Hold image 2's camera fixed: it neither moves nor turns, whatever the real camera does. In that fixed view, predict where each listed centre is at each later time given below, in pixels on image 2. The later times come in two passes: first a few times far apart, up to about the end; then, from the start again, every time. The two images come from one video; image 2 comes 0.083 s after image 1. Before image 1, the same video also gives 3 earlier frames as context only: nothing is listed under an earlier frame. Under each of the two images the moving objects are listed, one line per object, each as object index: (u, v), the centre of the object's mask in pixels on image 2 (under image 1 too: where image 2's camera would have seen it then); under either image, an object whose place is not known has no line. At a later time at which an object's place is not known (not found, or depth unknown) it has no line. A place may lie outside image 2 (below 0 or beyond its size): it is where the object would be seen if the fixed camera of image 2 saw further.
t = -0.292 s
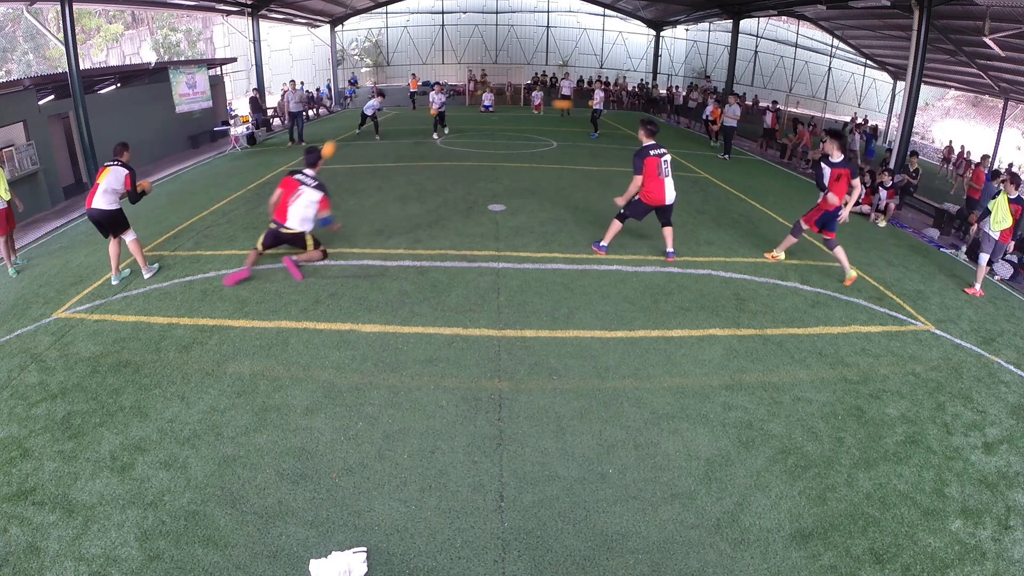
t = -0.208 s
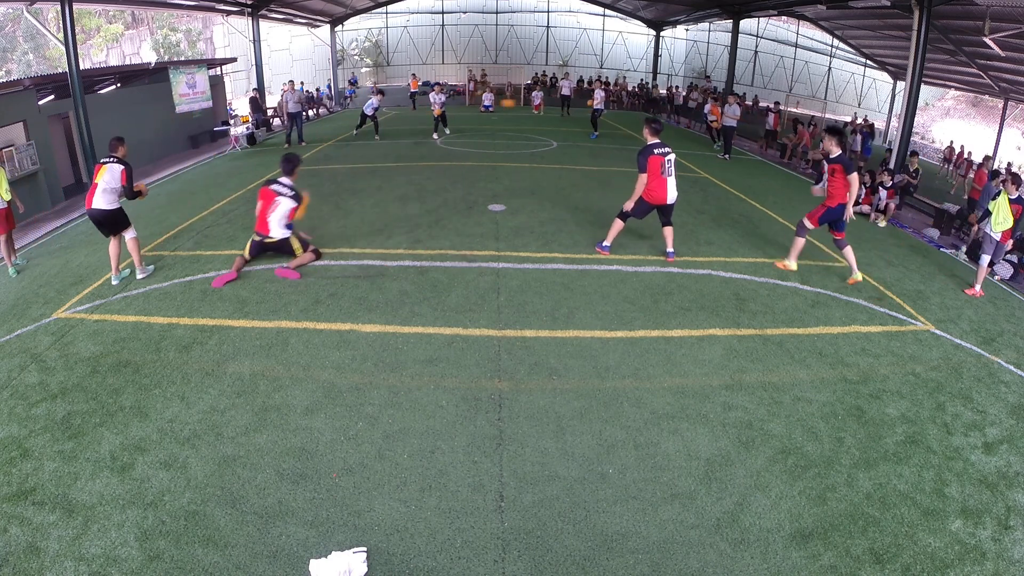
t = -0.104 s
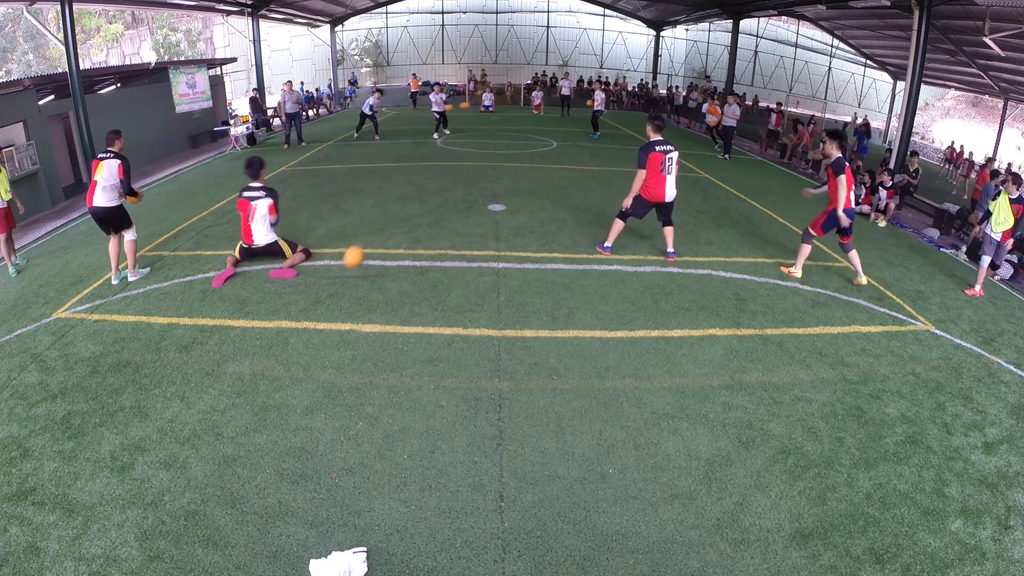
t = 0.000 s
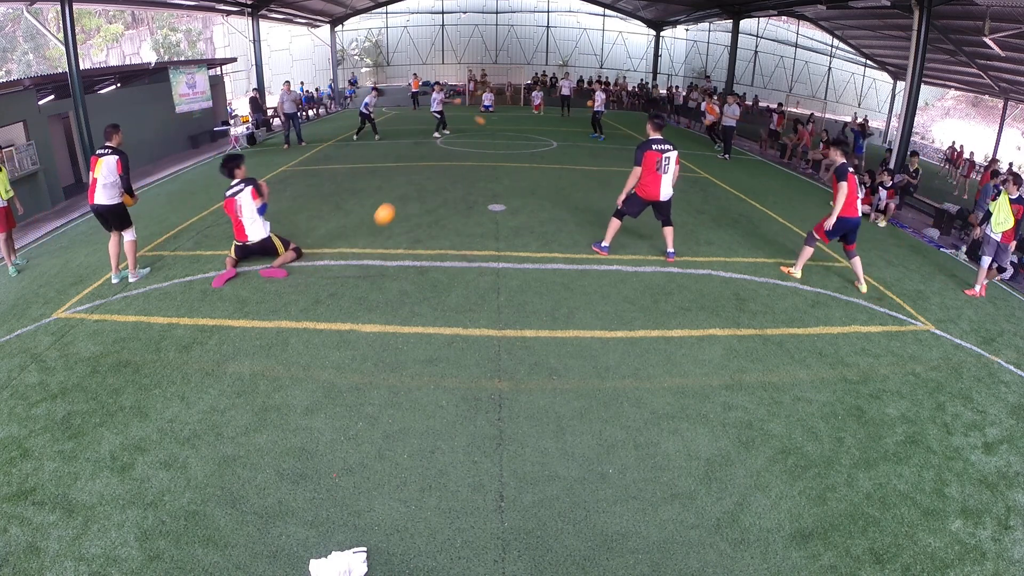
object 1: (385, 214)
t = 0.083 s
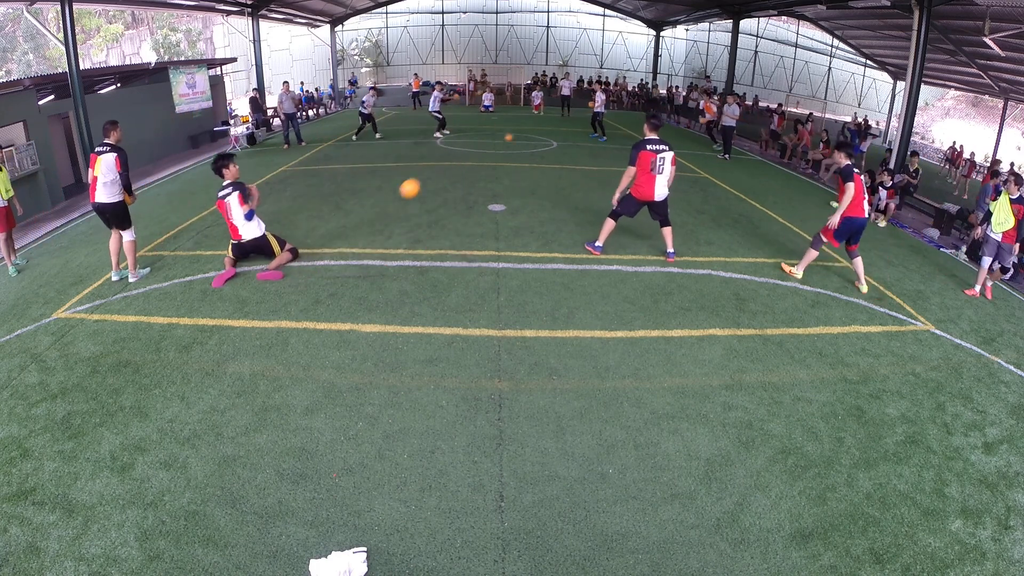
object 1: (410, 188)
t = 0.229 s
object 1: (453, 162)
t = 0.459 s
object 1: (515, 163)
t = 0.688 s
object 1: (563, 209)
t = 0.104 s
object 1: (416, 183)
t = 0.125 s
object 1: (422, 179)
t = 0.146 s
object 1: (429, 174)
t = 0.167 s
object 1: (435, 170)
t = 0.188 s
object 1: (441, 167)
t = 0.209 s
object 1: (447, 164)
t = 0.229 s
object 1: (453, 162)
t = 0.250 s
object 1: (459, 160)
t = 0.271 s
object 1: (465, 158)
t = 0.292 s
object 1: (472, 157)
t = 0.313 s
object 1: (477, 157)
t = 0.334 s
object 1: (483, 156)
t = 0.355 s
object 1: (488, 157)
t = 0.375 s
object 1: (494, 157)
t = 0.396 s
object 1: (499, 158)
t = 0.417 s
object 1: (504, 159)
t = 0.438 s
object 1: (509, 161)
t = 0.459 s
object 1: (515, 163)
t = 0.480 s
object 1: (520, 166)
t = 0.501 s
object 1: (525, 169)
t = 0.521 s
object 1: (529, 172)
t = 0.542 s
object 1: (534, 176)
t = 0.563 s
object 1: (538, 179)
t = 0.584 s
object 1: (543, 183)
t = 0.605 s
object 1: (547, 188)
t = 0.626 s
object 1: (551, 193)
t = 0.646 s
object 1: (555, 197)
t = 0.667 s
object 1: (559, 203)
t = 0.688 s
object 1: (563, 209)
